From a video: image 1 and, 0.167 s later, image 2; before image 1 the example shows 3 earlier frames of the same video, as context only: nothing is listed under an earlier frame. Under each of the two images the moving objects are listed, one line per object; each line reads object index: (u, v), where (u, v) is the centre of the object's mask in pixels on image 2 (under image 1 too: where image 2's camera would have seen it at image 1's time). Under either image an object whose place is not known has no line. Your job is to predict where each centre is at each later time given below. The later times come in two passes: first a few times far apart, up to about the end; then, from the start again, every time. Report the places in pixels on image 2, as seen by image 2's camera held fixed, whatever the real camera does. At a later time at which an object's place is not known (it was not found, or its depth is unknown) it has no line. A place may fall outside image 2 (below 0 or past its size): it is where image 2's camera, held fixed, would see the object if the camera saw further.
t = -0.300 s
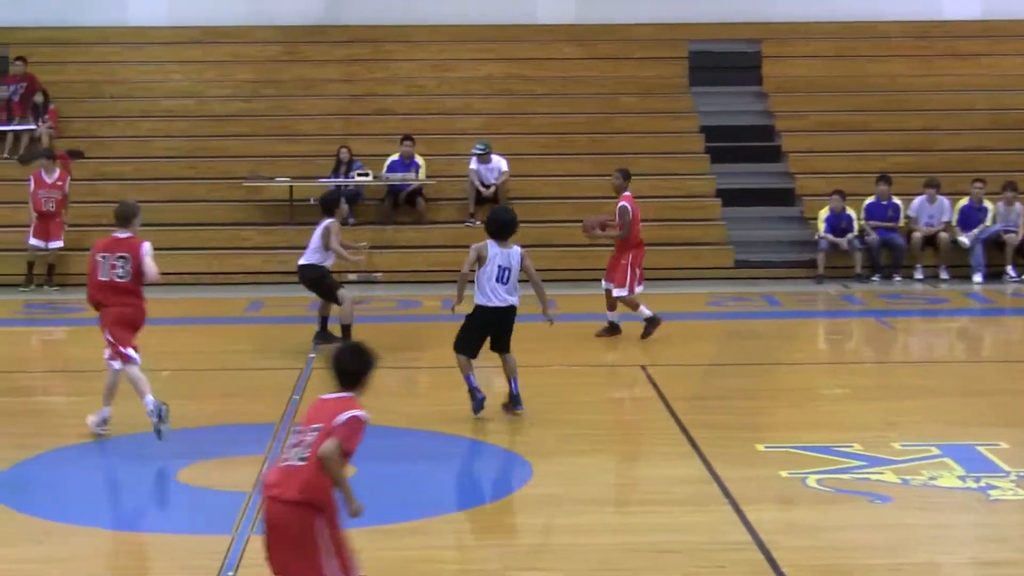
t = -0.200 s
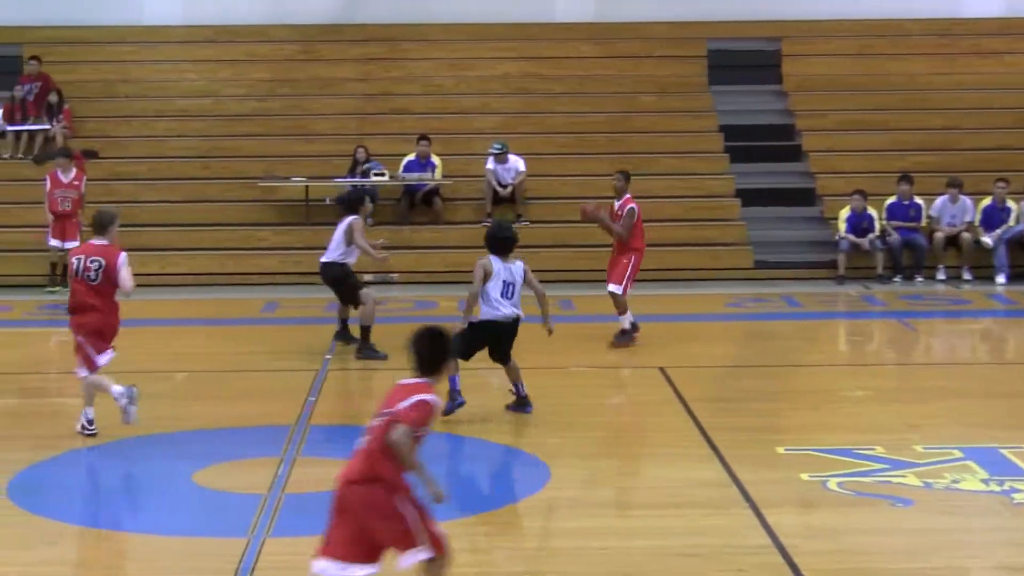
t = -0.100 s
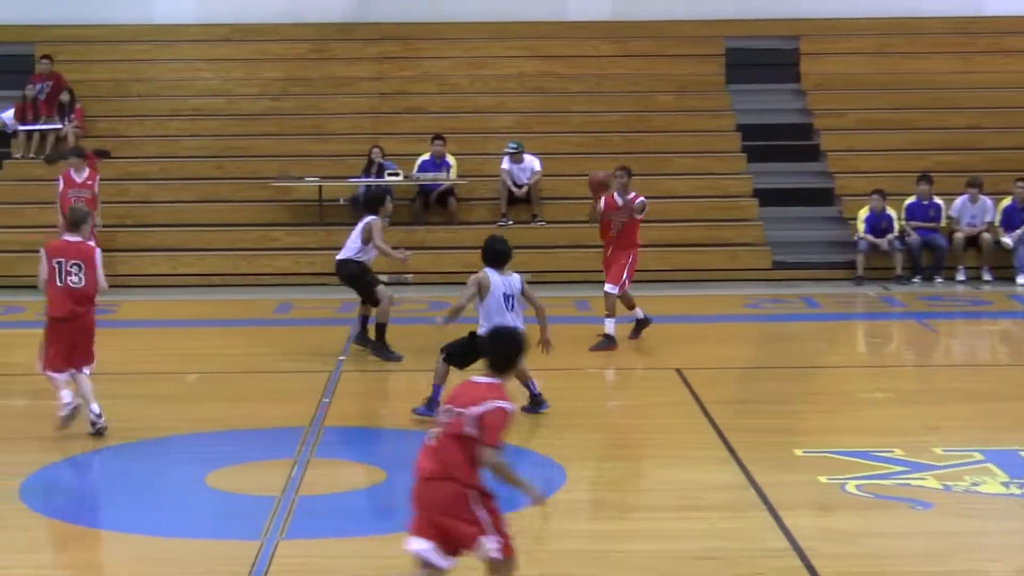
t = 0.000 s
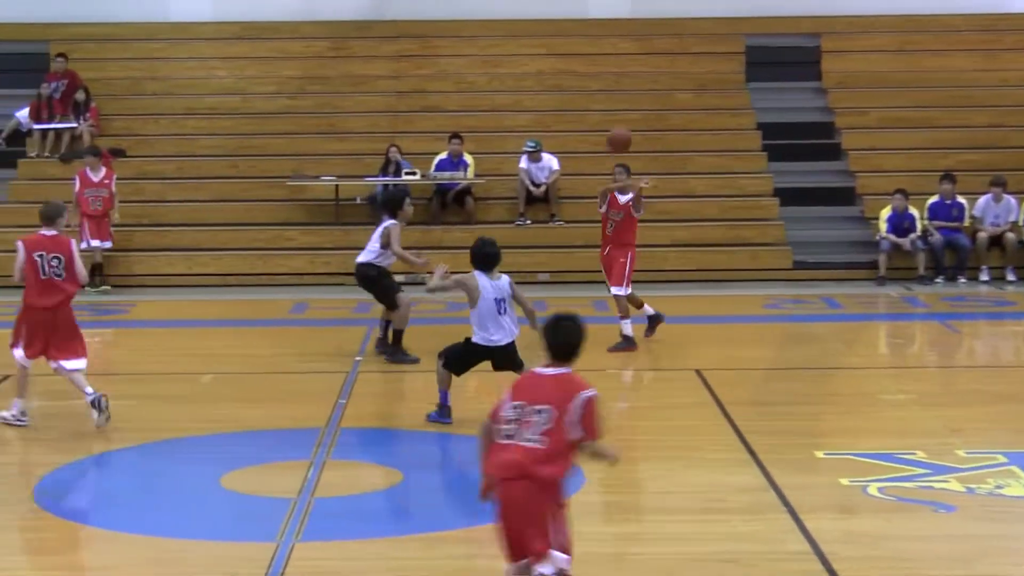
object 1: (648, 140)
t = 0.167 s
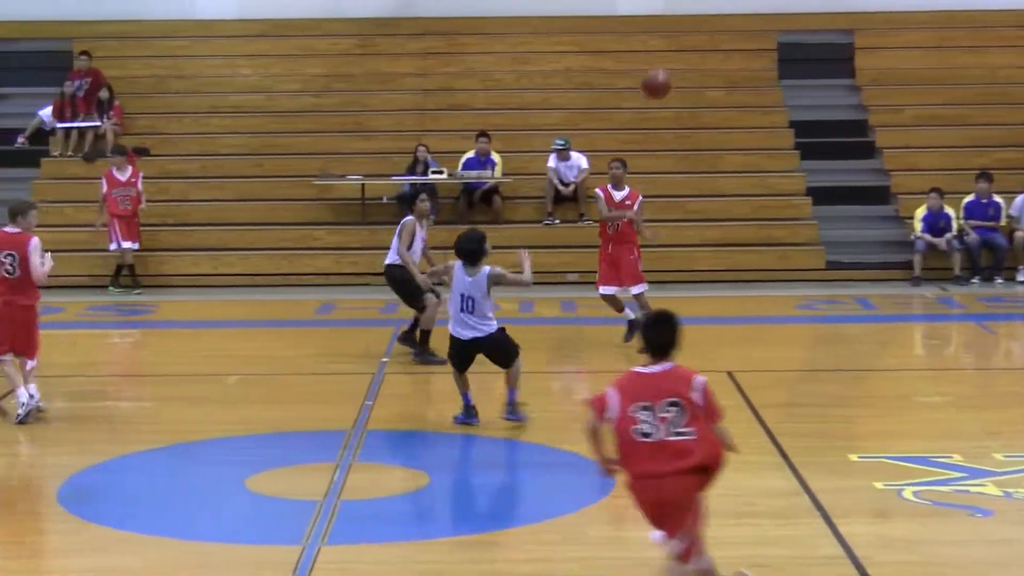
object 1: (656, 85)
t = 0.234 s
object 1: (659, 69)
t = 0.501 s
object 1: (663, 53)
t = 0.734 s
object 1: (671, 121)
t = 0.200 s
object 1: (657, 76)
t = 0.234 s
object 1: (659, 69)
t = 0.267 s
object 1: (660, 63)
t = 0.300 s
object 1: (661, 61)
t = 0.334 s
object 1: (662, 56)
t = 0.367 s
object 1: (661, 53)
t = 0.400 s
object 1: (662, 50)
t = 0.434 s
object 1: (662, 50)
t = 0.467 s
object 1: (662, 51)
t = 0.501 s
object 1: (663, 53)
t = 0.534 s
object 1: (663, 57)
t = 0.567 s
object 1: (665, 63)
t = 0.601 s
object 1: (664, 71)
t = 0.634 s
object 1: (665, 80)
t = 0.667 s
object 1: (666, 92)
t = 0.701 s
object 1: (669, 106)
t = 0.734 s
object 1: (671, 121)
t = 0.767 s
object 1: (673, 140)
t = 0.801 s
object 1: (676, 161)
